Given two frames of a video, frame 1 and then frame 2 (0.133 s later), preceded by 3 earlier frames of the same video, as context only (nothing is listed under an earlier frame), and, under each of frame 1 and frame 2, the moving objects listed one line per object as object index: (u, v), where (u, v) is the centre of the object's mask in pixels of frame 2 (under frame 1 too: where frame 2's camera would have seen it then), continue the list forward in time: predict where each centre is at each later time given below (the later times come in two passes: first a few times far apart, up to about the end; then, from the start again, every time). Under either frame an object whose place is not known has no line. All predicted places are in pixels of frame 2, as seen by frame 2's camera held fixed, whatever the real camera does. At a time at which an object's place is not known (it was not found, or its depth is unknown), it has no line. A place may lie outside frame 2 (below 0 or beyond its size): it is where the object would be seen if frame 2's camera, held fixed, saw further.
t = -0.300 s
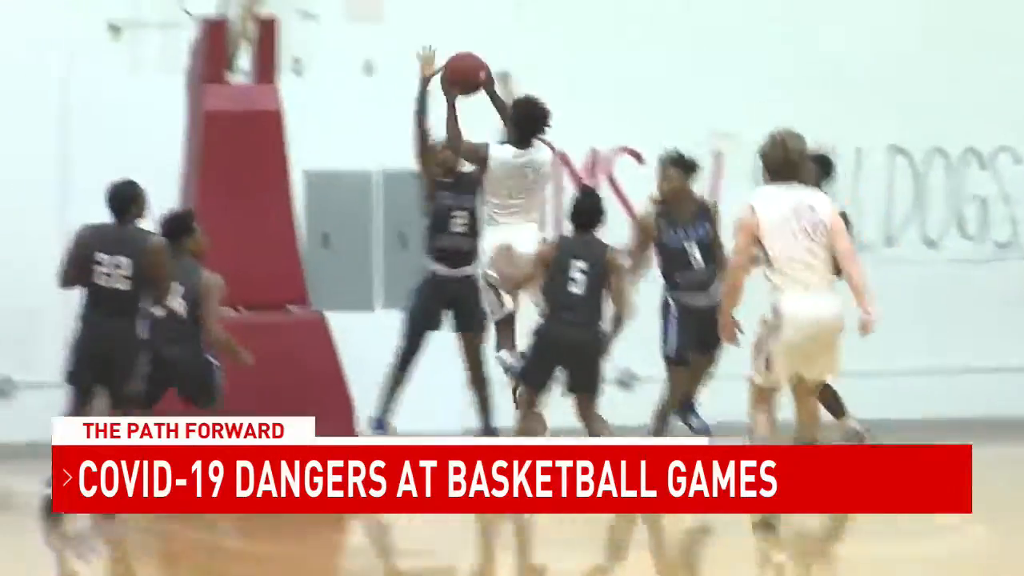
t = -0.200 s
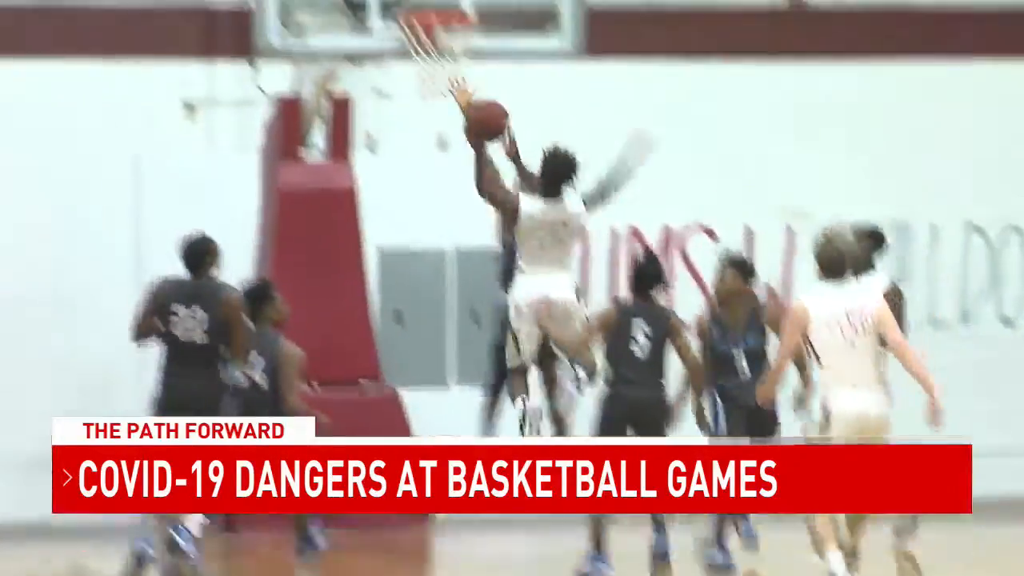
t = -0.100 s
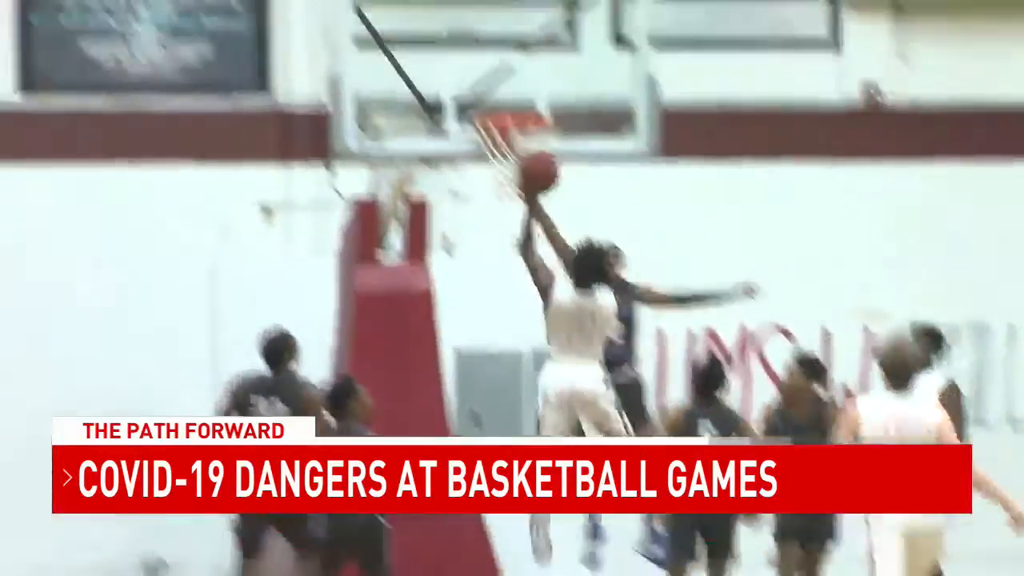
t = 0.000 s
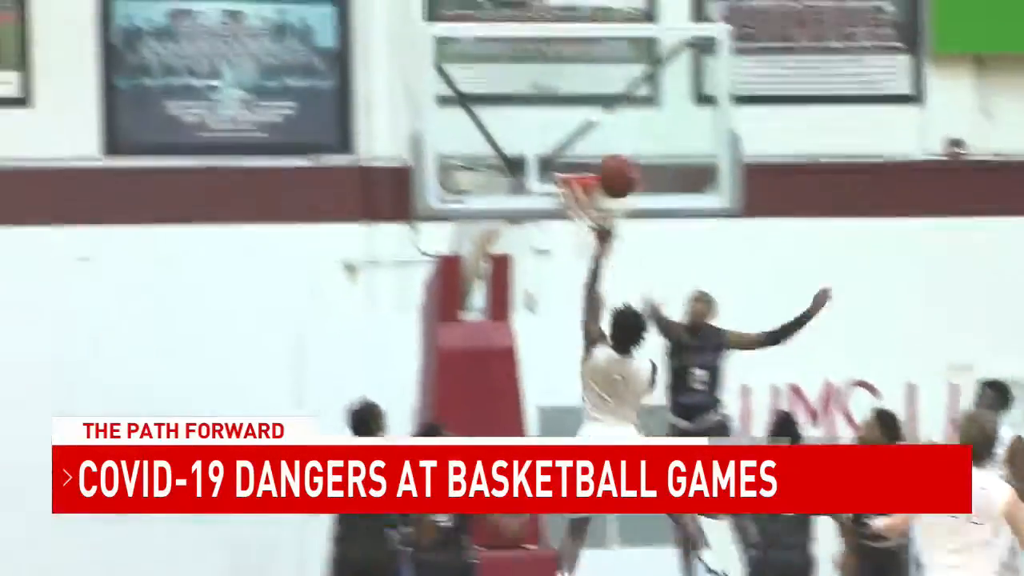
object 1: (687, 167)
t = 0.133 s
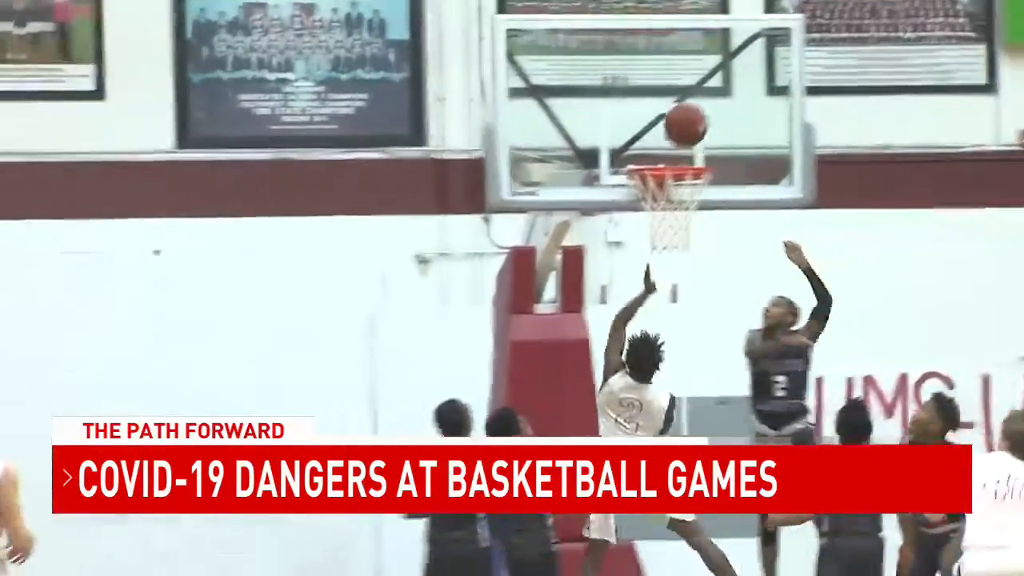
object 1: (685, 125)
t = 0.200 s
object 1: (684, 117)
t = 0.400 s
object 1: (679, 136)
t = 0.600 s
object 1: (674, 181)
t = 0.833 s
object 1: (660, 195)
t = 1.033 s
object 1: (661, 257)
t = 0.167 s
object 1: (685, 120)
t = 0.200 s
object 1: (684, 117)
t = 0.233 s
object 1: (683, 116)
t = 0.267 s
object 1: (682, 116)
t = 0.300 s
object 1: (681, 118)
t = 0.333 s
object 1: (681, 121)
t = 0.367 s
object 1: (680, 128)
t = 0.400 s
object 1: (679, 136)
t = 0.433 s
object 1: (678, 146)
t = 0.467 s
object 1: (677, 148)
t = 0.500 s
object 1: (677, 150)
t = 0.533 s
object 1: (676, 153)
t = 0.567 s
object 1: (677, 164)
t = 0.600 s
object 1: (674, 181)
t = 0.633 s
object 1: (671, 186)
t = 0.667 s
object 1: (669, 189)
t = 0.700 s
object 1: (666, 197)
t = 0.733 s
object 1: (667, 205)
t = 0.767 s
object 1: (668, 209)
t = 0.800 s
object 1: (666, 206)
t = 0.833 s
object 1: (660, 195)
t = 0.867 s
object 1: (655, 197)
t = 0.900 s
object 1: (653, 217)
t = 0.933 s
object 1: (660, 226)
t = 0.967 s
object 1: (661, 236)
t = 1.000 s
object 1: (661, 245)
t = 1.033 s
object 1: (661, 257)
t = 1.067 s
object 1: (663, 267)
